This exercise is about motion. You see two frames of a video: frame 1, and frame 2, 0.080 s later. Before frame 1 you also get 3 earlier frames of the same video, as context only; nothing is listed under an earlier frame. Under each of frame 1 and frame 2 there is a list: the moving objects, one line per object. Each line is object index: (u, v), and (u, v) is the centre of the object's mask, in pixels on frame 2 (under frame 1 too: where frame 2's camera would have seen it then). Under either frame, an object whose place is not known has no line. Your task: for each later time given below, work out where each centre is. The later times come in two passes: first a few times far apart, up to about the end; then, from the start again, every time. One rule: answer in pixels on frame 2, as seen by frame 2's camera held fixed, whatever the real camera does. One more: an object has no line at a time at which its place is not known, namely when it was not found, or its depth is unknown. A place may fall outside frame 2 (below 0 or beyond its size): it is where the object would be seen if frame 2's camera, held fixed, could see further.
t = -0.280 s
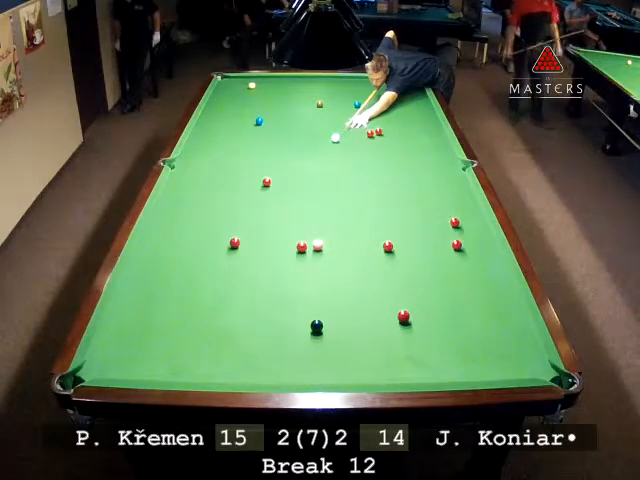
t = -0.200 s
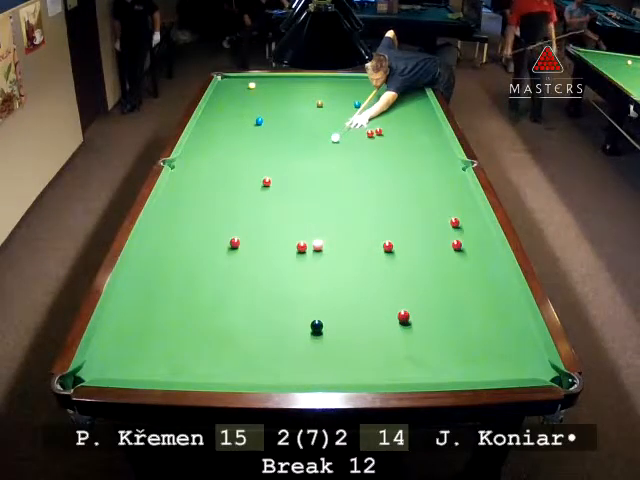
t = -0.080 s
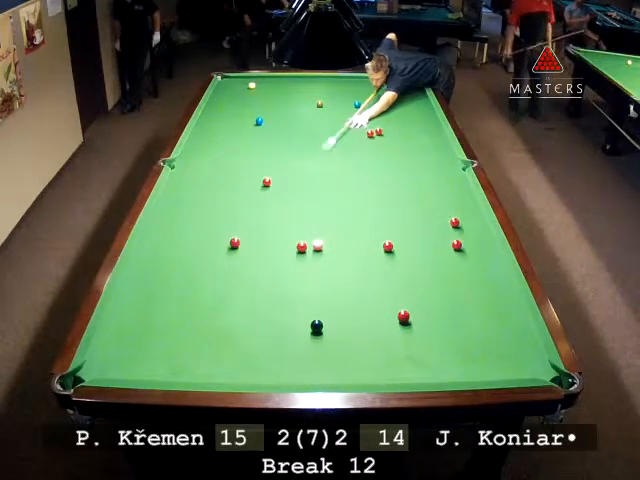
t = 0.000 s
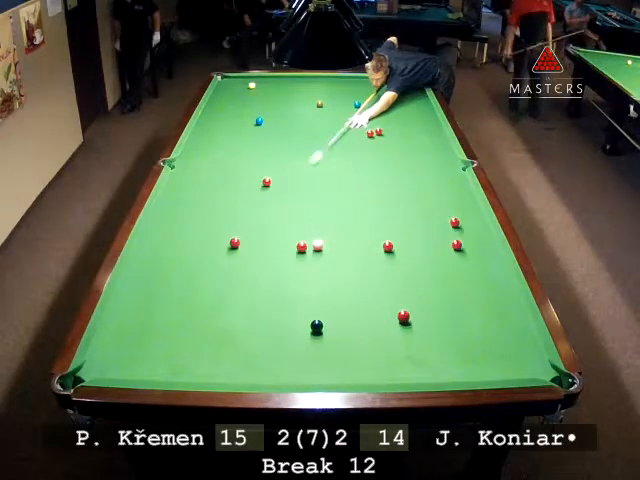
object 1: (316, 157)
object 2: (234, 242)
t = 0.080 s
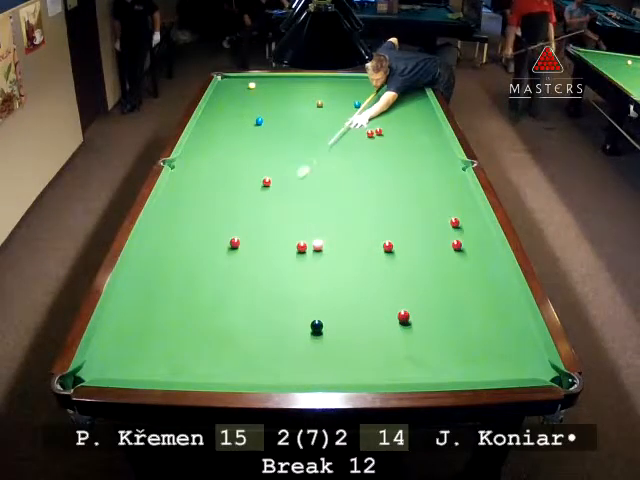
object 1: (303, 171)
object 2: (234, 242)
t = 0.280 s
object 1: (267, 209)
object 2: (234, 242)
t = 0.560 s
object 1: (248, 242)
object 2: (198, 271)
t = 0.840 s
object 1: (249, 262)
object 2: (138, 319)
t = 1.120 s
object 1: (249, 283)
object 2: (98, 367)
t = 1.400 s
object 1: (250, 305)
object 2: (115, 349)
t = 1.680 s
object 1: (253, 327)
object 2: (131, 323)
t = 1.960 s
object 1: (255, 349)
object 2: (146, 299)
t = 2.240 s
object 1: (257, 372)
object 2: (158, 280)
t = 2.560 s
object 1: (262, 368)
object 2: (171, 260)
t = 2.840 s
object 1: (266, 356)
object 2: (181, 246)
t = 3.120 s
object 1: (270, 346)
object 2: (190, 233)
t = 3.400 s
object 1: (273, 337)
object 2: (197, 223)
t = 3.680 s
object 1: (275, 330)
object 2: (203, 214)
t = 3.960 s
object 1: (278, 325)
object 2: (209, 206)
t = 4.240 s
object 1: (279, 322)
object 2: (214, 200)
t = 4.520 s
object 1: (279, 321)
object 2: (218, 194)
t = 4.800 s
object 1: (279, 321)
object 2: (221, 189)
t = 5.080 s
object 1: (279, 321)
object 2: (224, 185)
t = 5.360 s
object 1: (279, 321)
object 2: (227, 183)
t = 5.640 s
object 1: (279, 321)
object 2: (228, 180)
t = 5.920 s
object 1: (279, 321)
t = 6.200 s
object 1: (279, 321)
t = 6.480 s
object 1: (279, 321)
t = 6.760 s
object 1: (279, 321)
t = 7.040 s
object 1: (279, 321)
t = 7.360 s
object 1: (279, 321)
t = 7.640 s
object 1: (279, 321)
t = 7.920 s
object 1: (279, 321)
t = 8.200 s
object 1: (279, 321)
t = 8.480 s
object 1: (279, 321)
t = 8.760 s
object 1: (279, 321)
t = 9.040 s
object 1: (279, 321)
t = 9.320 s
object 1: (279, 321)
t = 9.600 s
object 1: (279, 321)
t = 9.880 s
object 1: (279, 321)
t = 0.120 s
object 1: (296, 178)
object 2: (235, 242)
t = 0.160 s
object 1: (289, 185)
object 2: (234, 242)
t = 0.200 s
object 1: (281, 193)
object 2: (234, 242)
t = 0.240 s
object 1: (276, 200)
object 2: (234, 242)
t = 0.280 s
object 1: (267, 209)
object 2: (234, 242)
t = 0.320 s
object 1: (260, 217)
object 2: (234, 242)
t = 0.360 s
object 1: (250, 226)
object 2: (234, 242)
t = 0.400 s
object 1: (244, 234)
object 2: (234, 243)
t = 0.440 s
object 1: (244, 237)
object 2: (226, 248)
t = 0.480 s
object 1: (245, 239)
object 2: (215, 259)
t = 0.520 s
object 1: (247, 240)
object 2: (206, 267)
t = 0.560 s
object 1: (248, 242)
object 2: (198, 271)
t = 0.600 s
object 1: (248, 245)
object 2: (188, 279)
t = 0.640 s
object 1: (249, 248)
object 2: (181, 285)
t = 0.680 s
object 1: (249, 250)
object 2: (172, 292)
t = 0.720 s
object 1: (249, 253)
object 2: (164, 298)
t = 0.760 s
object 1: (249, 256)
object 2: (155, 306)
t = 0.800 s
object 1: (249, 259)
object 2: (147, 311)
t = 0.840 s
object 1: (249, 262)
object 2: (138, 319)
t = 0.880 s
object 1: (249, 265)
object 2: (129, 326)
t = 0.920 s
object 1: (249, 268)
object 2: (120, 334)
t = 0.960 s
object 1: (249, 271)
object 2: (111, 341)
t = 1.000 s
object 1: (249, 274)
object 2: (102, 348)
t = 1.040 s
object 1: (249, 277)
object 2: (94, 356)
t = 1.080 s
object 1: (249, 280)
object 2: (97, 361)
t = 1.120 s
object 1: (249, 283)
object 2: (98, 367)
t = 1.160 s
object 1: (250, 286)
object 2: (99, 372)
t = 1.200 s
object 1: (250, 289)
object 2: (102, 371)
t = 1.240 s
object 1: (250, 292)
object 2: (105, 366)
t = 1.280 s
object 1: (250, 295)
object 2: (108, 362)
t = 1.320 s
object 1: (251, 298)
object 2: (110, 358)
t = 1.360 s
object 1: (251, 301)
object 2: (112, 354)
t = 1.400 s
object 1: (250, 305)
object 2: (115, 349)
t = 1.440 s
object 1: (251, 308)
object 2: (118, 345)
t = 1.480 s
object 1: (252, 311)
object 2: (120, 342)
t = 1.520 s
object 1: (252, 314)
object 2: (122, 337)
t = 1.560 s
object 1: (252, 317)
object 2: (125, 334)
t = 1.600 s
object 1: (253, 320)
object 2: (127, 330)
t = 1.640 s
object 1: (253, 323)
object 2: (129, 326)
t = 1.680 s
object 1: (253, 327)
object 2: (131, 323)
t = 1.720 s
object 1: (253, 330)
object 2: (133, 319)
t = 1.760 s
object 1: (254, 333)
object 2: (136, 315)
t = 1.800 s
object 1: (254, 336)
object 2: (138, 312)
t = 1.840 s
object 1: (254, 340)
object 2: (140, 309)
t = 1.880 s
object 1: (254, 343)
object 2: (142, 305)
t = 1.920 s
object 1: (255, 346)
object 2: (144, 302)
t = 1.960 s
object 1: (255, 349)
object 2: (146, 299)
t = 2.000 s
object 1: (255, 352)
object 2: (148, 296)
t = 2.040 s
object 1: (255, 356)
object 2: (150, 293)
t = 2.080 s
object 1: (256, 359)
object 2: (152, 291)
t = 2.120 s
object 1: (256, 362)
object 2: (153, 287)
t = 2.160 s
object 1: (257, 365)
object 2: (155, 284)
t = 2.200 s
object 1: (257, 368)
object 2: (157, 282)
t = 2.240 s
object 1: (257, 372)
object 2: (158, 280)
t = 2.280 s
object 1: (258, 374)
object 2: (160, 277)
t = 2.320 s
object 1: (258, 375)
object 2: (162, 274)
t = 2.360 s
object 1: (259, 377)
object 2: (164, 272)
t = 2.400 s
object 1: (260, 376)
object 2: (165, 269)
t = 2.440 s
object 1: (260, 375)
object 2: (167, 267)
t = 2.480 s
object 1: (261, 374)
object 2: (168, 265)
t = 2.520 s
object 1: (261, 372)
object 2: (170, 263)
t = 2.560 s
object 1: (262, 368)
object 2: (171, 260)
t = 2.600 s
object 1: (263, 367)
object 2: (173, 259)
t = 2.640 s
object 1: (264, 365)
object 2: (174, 256)
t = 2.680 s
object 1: (264, 363)
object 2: (176, 254)
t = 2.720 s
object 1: (265, 361)
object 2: (177, 252)
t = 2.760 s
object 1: (265, 360)
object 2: (178, 250)
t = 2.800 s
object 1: (266, 358)
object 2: (180, 248)
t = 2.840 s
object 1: (266, 356)
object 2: (181, 246)
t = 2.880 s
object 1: (267, 355)
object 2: (182, 244)
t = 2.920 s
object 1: (267, 353)
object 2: (184, 242)
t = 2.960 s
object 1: (268, 351)
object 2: (185, 240)
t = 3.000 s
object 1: (268, 350)
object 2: (186, 238)
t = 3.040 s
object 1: (269, 349)
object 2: (187, 237)
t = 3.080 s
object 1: (269, 347)
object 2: (188, 235)
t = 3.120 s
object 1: (270, 346)
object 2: (190, 233)
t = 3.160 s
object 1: (270, 344)
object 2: (191, 232)
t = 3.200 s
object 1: (271, 343)
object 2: (192, 230)
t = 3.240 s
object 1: (271, 342)
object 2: (193, 229)
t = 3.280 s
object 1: (272, 341)
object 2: (194, 228)
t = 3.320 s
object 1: (272, 339)
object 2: (195, 226)
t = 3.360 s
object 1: (273, 338)
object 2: (196, 225)
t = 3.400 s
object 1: (273, 337)
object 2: (197, 223)
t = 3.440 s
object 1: (273, 336)
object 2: (198, 221)
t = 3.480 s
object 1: (274, 335)
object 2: (199, 220)
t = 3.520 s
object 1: (274, 334)
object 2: (200, 219)
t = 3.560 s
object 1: (275, 333)
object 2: (200, 217)
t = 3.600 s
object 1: (275, 332)
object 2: (201, 216)
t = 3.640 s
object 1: (275, 331)
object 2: (203, 215)
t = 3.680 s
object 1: (275, 330)
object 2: (203, 214)
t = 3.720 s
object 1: (276, 330)
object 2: (204, 212)
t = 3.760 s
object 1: (276, 329)
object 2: (205, 211)
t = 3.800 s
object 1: (277, 328)
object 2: (206, 210)
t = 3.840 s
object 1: (277, 327)
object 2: (206, 209)
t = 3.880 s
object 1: (277, 327)
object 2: (207, 208)
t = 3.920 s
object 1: (278, 326)
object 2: (208, 207)
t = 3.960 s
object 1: (278, 325)
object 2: (209, 206)
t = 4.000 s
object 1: (278, 325)
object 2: (209, 205)
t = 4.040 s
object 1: (278, 324)
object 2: (210, 204)
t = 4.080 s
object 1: (279, 324)
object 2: (211, 203)
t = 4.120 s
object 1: (279, 324)
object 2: (212, 202)
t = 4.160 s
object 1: (279, 322)
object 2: (213, 201)
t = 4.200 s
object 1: (279, 322)
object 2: (213, 200)
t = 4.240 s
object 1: (279, 322)
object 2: (214, 200)
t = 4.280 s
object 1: (279, 322)
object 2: (214, 199)
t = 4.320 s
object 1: (279, 322)
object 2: (215, 198)
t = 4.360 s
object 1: (279, 321)
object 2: (216, 197)
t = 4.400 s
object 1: (279, 321)
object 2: (216, 196)
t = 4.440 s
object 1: (279, 321)
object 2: (217, 195)
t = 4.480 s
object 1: (279, 321)
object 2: (217, 195)
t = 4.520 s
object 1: (279, 321)
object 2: (218, 194)
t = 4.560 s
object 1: (279, 321)
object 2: (219, 193)
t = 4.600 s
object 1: (279, 321)
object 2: (219, 193)
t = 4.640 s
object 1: (279, 321)
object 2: (219, 192)
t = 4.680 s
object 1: (279, 321)
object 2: (220, 191)
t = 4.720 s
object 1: (279, 321)
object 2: (220, 191)
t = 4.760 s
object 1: (279, 321)
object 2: (221, 190)
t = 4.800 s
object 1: (279, 321)
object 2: (221, 189)
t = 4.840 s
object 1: (279, 321)
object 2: (222, 189)
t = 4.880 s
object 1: (279, 321)
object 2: (222, 188)
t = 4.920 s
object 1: (279, 321)
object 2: (223, 188)
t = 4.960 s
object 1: (279, 321)
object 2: (223, 187)
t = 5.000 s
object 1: (279, 321)
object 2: (224, 186)
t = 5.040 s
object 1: (279, 321)
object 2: (224, 186)
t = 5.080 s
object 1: (279, 321)
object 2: (224, 185)
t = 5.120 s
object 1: (279, 321)
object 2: (225, 185)
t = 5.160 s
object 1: (279, 321)
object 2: (225, 184)
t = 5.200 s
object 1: (279, 321)
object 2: (225, 184)
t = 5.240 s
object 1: (279, 321)
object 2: (226, 184)
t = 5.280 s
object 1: (279, 321)
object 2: (226, 183)
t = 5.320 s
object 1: (279, 321)
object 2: (226, 183)
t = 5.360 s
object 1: (279, 321)
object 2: (227, 183)
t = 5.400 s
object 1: (279, 321)
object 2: (227, 182)
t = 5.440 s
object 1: (279, 321)
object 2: (227, 182)
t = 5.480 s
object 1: (279, 321)
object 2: (227, 182)
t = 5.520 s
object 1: (279, 321)
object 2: (227, 181)
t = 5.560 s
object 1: (279, 321)
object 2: (227, 181)
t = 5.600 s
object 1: (279, 321)
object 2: (228, 180)
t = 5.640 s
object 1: (279, 321)
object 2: (228, 180)
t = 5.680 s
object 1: (279, 321)
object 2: (228, 180)
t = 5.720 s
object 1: (279, 321)
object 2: (228, 180)
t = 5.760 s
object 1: (279, 321)
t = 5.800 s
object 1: (279, 321)
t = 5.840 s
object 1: (279, 321)
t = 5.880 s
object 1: (279, 321)
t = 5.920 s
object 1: (279, 321)
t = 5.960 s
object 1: (279, 321)
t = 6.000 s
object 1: (279, 321)
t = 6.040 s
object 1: (279, 321)
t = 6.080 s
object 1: (279, 321)
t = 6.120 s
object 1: (279, 321)
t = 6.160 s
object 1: (279, 321)
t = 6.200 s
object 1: (279, 321)
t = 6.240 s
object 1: (279, 321)
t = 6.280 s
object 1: (279, 321)
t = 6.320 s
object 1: (279, 321)
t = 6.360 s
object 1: (279, 321)
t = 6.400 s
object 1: (279, 321)
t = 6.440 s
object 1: (279, 321)
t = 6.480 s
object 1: (279, 321)
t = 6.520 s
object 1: (279, 321)
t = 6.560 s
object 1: (279, 321)
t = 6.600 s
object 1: (279, 321)
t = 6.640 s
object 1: (279, 321)
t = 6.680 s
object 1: (279, 321)
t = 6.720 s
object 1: (279, 321)
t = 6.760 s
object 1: (279, 321)
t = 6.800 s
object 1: (279, 321)
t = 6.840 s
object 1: (279, 321)
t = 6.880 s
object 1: (279, 321)
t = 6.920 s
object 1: (279, 321)
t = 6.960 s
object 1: (279, 321)
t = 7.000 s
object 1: (279, 321)
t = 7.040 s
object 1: (279, 321)
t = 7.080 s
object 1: (279, 321)
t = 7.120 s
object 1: (279, 321)
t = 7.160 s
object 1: (279, 321)
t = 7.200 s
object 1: (279, 321)
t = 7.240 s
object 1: (279, 321)
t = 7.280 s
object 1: (279, 321)
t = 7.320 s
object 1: (279, 321)
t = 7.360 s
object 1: (279, 321)
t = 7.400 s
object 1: (279, 321)
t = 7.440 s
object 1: (279, 321)
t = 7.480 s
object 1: (279, 321)
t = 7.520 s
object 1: (279, 321)
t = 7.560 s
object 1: (279, 321)
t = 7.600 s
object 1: (279, 321)
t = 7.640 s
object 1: (279, 321)
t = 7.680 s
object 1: (279, 321)
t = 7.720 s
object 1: (279, 321)
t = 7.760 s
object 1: (279, 321)
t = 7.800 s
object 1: (279, 321)
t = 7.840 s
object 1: (279, 321)
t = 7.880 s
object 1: (279, 321)
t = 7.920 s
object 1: (279, 321)
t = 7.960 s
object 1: (279, 321)
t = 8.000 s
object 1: (279, 321)
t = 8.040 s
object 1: (279, 321)
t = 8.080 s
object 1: (279, 321)
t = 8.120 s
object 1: (279, 321)
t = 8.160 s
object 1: (279, 321)
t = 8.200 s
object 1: (279, 321)
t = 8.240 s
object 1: (279, 321)
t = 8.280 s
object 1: (279, 321)
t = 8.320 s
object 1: (279, 321)
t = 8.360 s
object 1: (279, 321)
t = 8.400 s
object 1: (279, 321)
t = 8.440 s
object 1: (279, 321)
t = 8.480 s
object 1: (279, 321)
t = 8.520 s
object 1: (279, 321)
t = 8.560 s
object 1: (279, 321)
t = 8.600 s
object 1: (279, 321)
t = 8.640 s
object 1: (279, 321)
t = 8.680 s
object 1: (279, 321)
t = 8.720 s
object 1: (279, 321)
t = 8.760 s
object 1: (279, 321)
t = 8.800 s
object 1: (279, 321)
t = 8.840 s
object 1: (279, 321)
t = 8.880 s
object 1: (279, 321)
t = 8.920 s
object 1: (279, 321)
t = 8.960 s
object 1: (279, 321)
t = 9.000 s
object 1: (279, 321)
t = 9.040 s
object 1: (279, 321)
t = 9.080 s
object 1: (279, 321)
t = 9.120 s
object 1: (279, 321)
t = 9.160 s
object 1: (279, 321)
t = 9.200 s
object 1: (279, 321)
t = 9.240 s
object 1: (279, 321)
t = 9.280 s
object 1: (279, 321)
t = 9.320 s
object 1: (279, 321)
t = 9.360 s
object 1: (279, 321)
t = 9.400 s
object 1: (279, 321)
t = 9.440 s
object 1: (279, 321)
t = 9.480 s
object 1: (279, 321)
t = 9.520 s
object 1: (279, 321)
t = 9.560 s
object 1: (279, 321)
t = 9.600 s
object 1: (279, 321)
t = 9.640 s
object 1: (279, 321)
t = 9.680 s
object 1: (279, 321)
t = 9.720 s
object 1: (279, 321)
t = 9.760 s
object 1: (279, 321)
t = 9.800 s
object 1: (279, 321)
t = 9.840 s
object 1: (279, 321)
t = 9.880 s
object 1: (279, 321)
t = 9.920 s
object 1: (279, 321)
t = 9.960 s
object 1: (279, 321)
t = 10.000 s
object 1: (279, 321)
